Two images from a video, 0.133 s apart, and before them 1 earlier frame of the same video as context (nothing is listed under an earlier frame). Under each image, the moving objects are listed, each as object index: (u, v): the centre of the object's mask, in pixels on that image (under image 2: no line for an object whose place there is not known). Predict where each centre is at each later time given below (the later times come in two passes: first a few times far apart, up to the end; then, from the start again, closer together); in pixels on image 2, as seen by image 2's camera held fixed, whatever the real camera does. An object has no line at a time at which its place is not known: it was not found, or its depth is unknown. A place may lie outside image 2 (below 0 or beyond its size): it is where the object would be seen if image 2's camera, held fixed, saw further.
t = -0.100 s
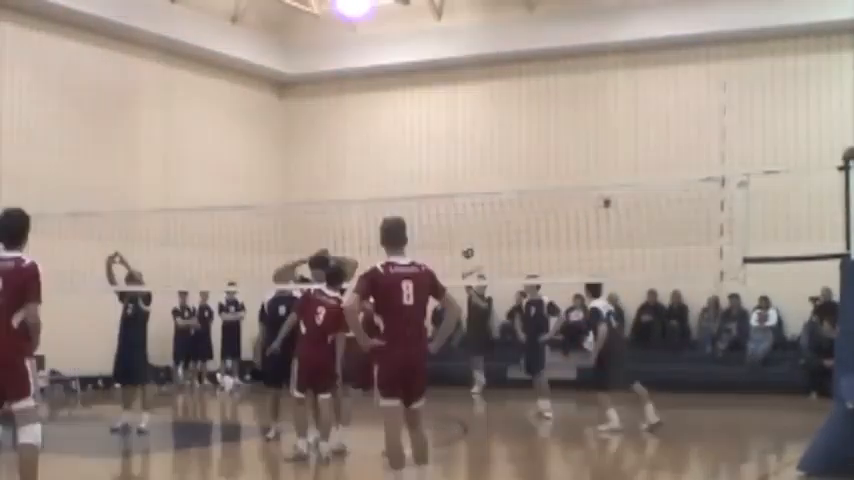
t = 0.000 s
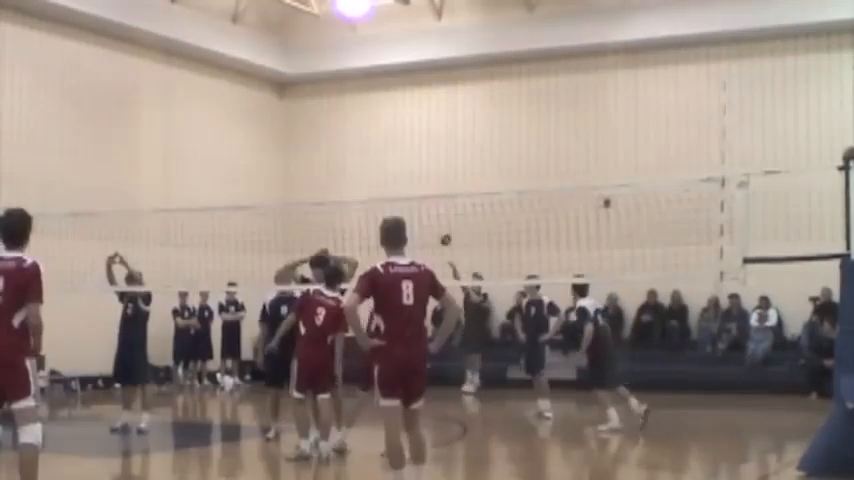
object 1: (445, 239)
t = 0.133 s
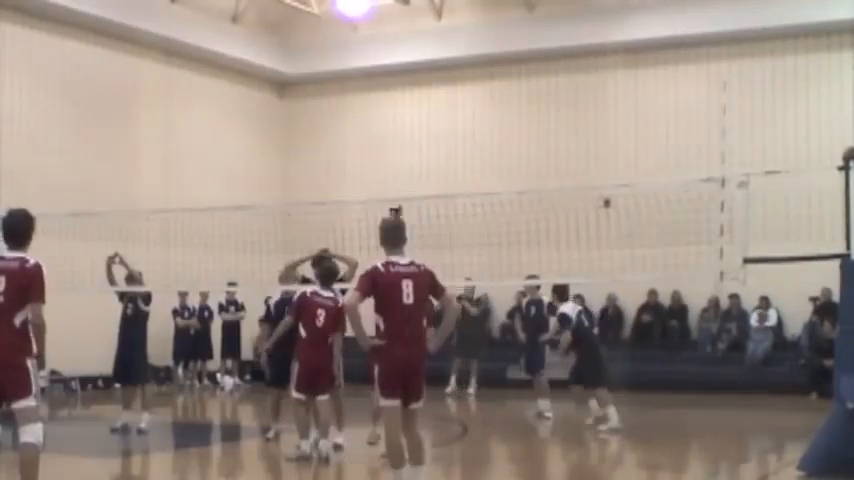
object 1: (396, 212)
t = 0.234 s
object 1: (352, 193)
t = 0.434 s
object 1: (249, 179)
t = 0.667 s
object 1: (87, 209)
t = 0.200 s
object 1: (367, 199)
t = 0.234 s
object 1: (352, 193)
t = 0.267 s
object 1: (336, 190)
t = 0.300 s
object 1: (320, 187)
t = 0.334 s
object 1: (303, 183)
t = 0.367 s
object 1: (286, 181)
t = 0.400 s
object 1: (267, 180)
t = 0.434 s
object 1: (249, 179)
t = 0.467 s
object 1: (228, 180)
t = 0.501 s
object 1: (207, 182)
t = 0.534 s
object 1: (185, 185)
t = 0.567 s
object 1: (162, 189)
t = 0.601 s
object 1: (138, 195)
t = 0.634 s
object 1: (114, 202)
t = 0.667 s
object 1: (87, 209)
